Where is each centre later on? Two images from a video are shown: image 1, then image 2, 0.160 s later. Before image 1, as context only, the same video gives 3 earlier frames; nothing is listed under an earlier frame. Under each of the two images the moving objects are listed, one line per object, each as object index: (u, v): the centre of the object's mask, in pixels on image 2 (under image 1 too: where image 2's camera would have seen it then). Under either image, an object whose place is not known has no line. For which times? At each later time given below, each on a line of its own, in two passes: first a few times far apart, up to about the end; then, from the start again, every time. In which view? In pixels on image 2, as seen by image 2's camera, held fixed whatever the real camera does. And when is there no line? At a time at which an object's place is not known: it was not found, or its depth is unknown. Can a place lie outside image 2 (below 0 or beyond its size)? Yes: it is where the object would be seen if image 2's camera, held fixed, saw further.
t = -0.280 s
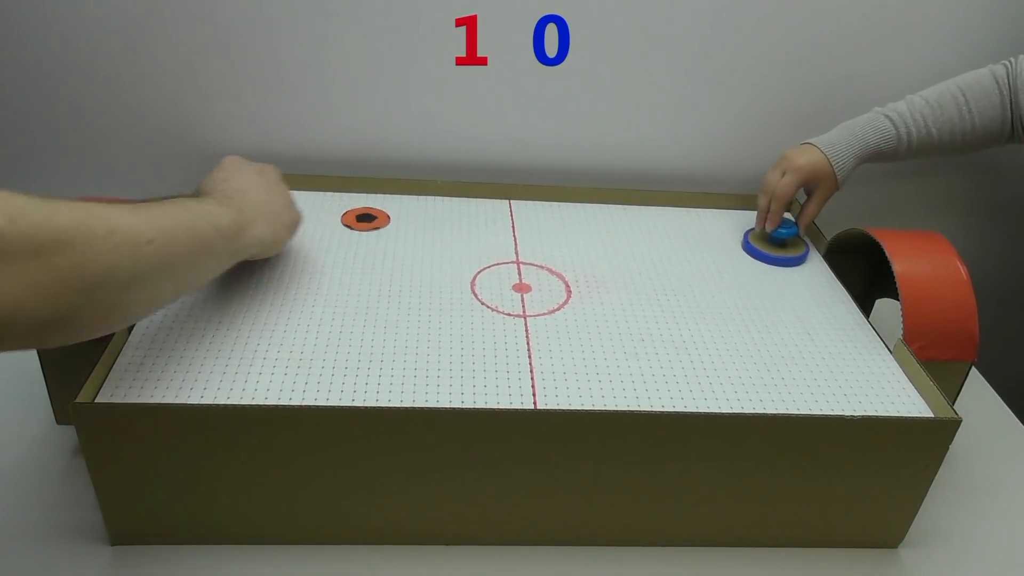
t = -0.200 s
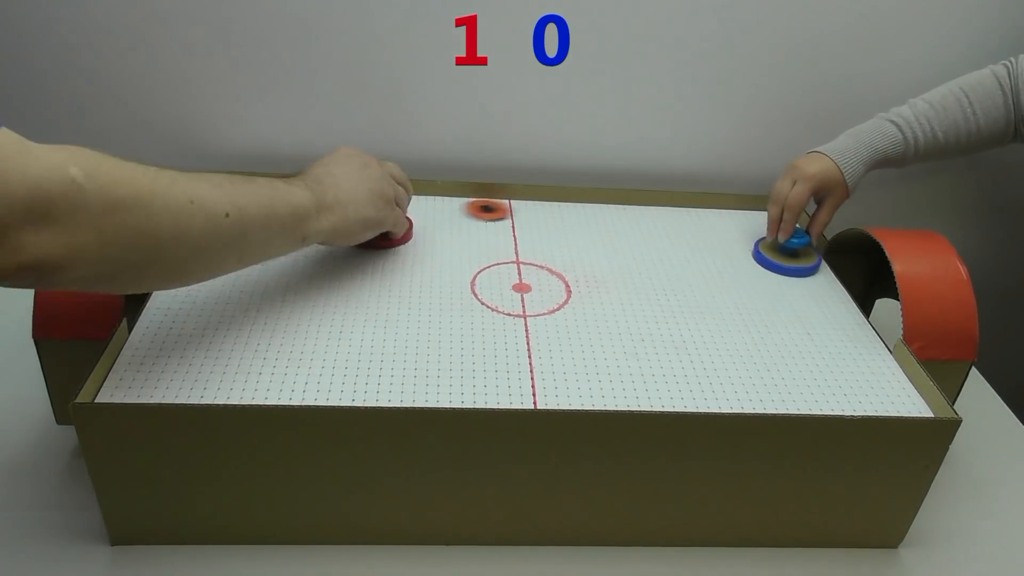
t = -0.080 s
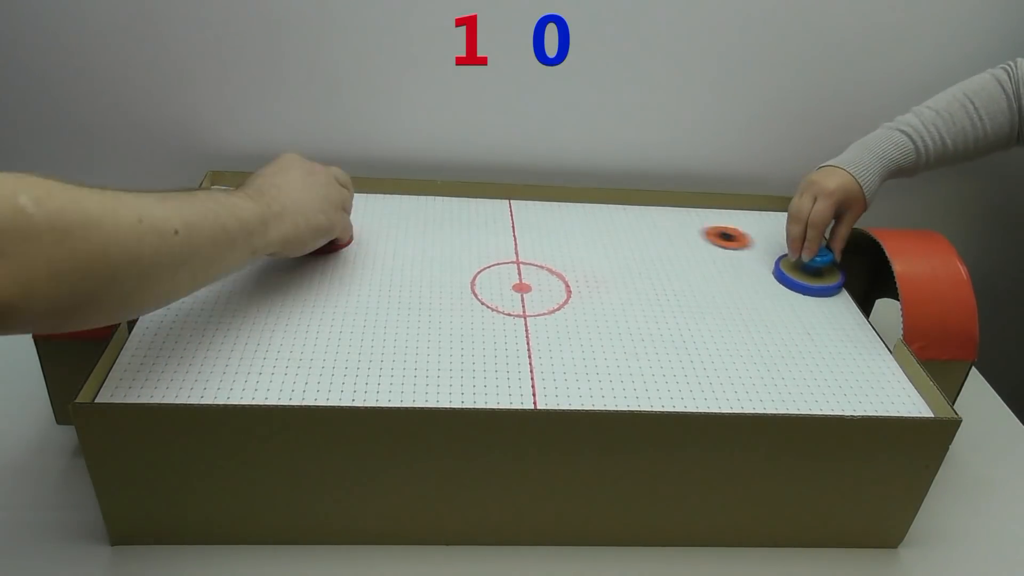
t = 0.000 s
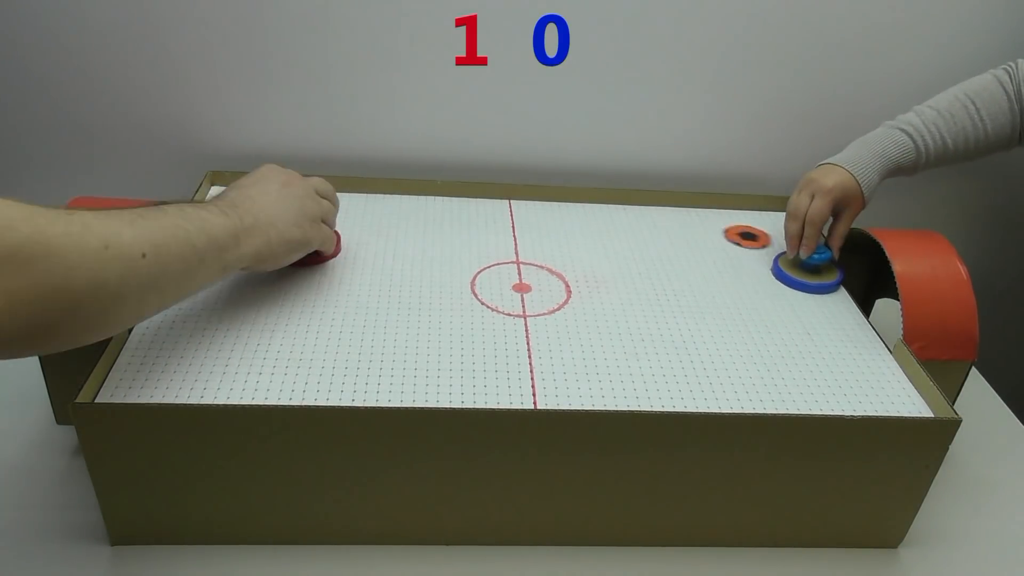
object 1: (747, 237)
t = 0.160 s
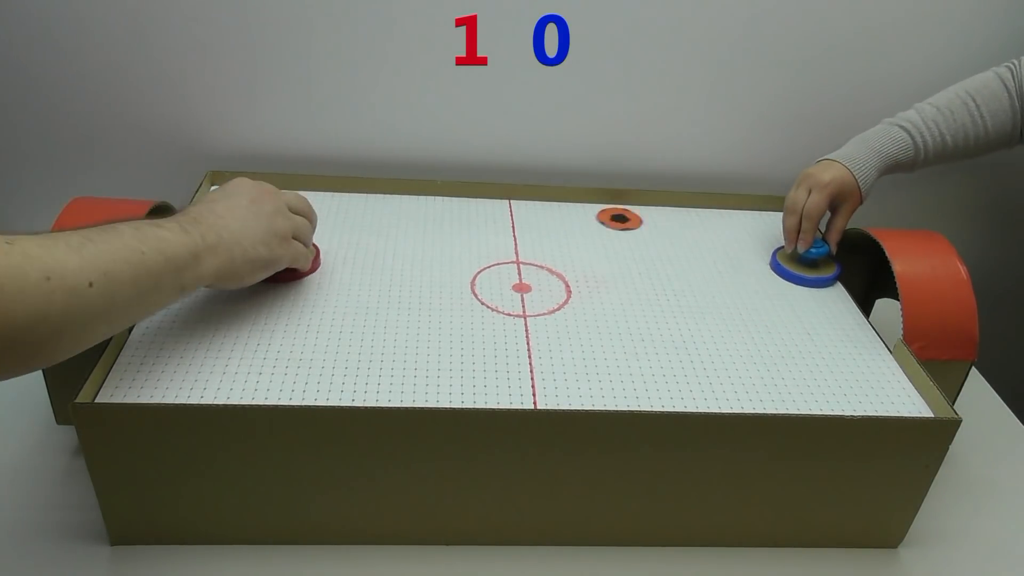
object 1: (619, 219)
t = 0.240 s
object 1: (573, 223)
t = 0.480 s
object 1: (430, 233)
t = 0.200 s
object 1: (596, 221)
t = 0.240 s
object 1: (573, 223)
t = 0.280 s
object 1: (550, 224)
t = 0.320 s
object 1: (526, 226)
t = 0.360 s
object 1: (502, 228)
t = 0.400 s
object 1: (478, 229)
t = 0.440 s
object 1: (454, 231)
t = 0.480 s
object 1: (430, 233)
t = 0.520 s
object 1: (405, 235)
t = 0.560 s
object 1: (380, 236)
